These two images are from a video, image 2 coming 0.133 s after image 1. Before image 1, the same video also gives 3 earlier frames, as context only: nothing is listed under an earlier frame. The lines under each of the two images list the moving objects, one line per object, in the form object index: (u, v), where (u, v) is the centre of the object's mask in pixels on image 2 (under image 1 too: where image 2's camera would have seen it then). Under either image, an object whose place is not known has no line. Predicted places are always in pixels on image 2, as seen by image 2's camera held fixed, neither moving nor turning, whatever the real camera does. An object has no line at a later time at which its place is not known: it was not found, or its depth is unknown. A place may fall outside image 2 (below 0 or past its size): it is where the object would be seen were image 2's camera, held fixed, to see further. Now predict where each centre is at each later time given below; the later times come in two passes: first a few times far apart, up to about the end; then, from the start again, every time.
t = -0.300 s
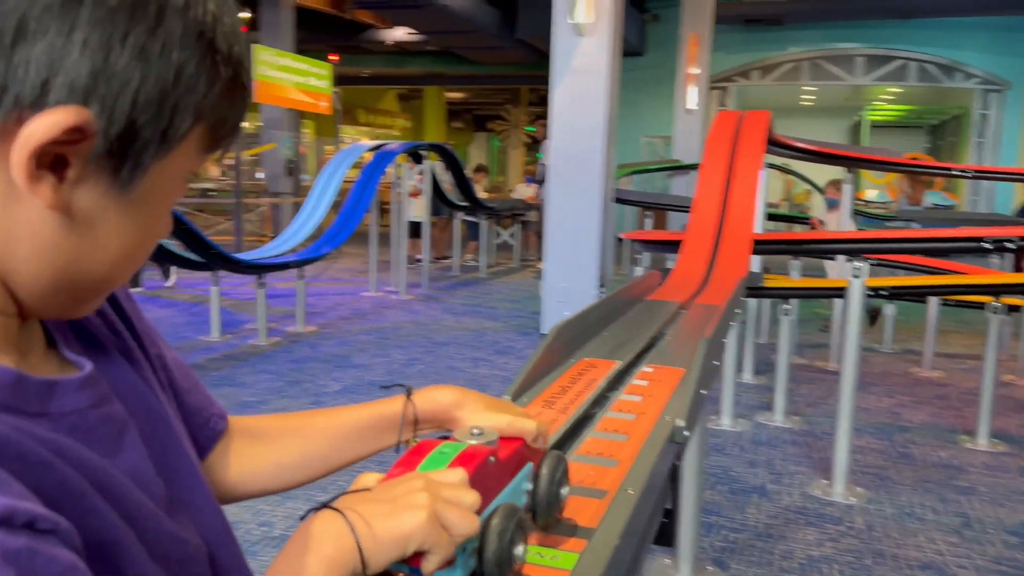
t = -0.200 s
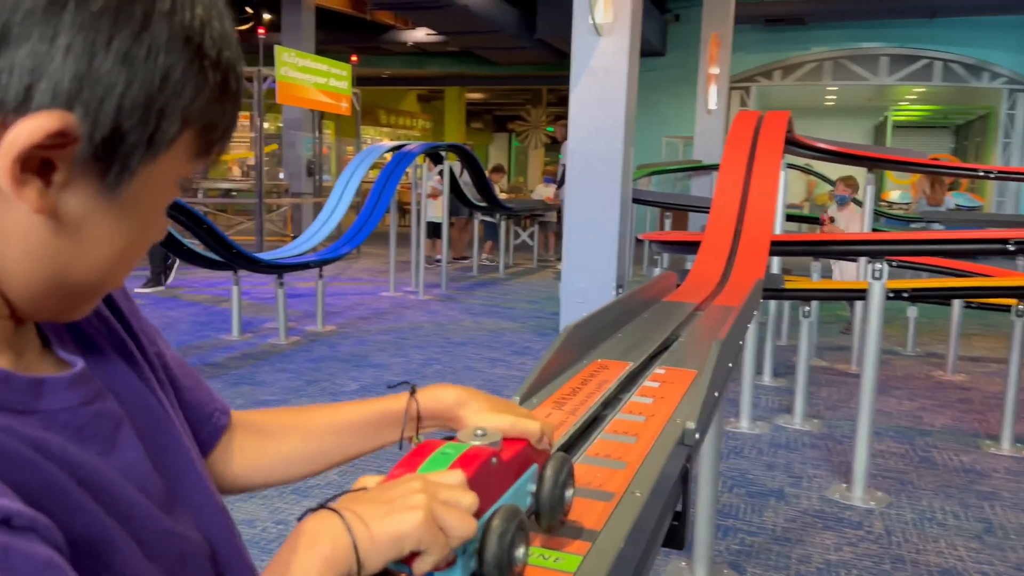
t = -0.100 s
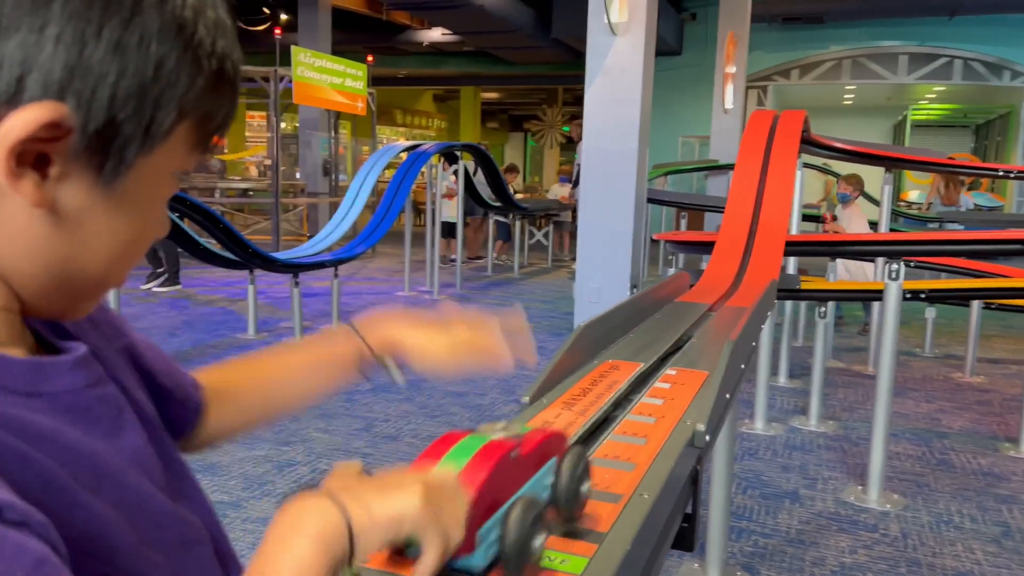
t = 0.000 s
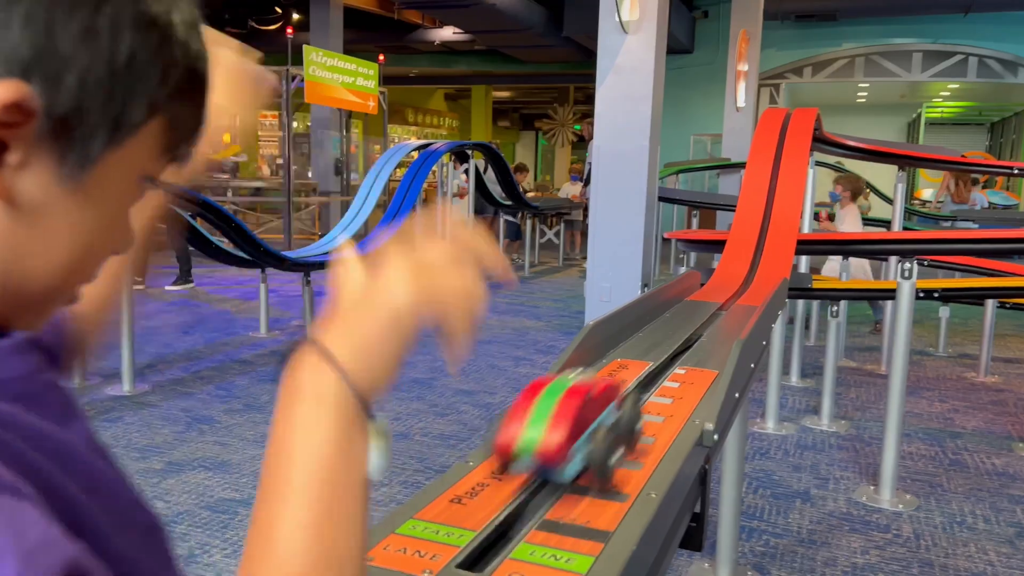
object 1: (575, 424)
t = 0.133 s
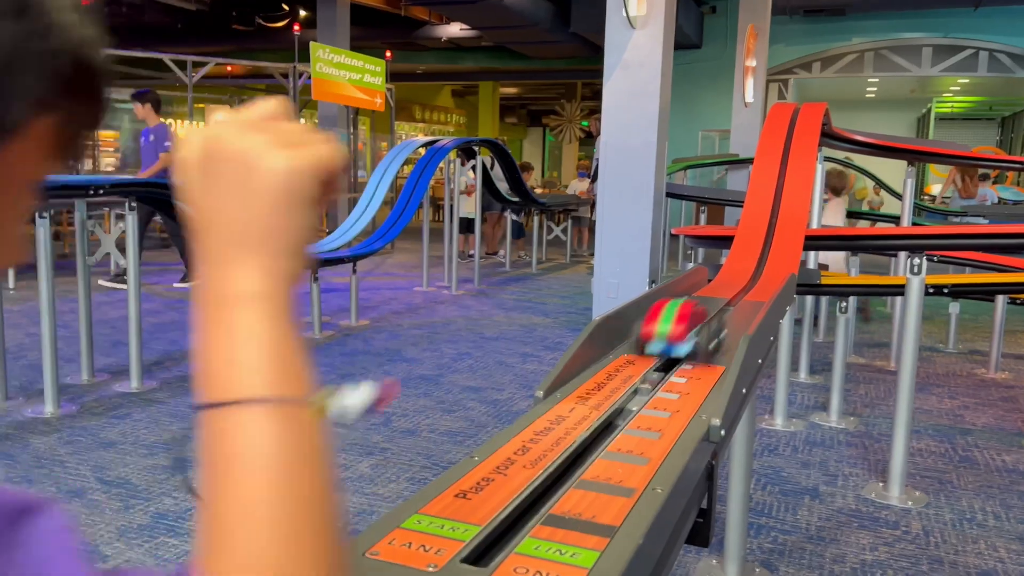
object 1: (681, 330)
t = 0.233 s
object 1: (722, 297)
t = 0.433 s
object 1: (764, 247)
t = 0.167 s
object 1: (698, 318)
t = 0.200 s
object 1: (711, 307)
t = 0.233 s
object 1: (722, 297)
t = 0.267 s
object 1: (730, 288)
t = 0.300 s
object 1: (739, 282)
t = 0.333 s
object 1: (746, 275)
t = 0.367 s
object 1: (752, 269)
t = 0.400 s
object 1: (759, 261)
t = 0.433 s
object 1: (764, 247)
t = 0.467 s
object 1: (769, 230)
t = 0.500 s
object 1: (774, 210)
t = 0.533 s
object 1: (777, 188)
